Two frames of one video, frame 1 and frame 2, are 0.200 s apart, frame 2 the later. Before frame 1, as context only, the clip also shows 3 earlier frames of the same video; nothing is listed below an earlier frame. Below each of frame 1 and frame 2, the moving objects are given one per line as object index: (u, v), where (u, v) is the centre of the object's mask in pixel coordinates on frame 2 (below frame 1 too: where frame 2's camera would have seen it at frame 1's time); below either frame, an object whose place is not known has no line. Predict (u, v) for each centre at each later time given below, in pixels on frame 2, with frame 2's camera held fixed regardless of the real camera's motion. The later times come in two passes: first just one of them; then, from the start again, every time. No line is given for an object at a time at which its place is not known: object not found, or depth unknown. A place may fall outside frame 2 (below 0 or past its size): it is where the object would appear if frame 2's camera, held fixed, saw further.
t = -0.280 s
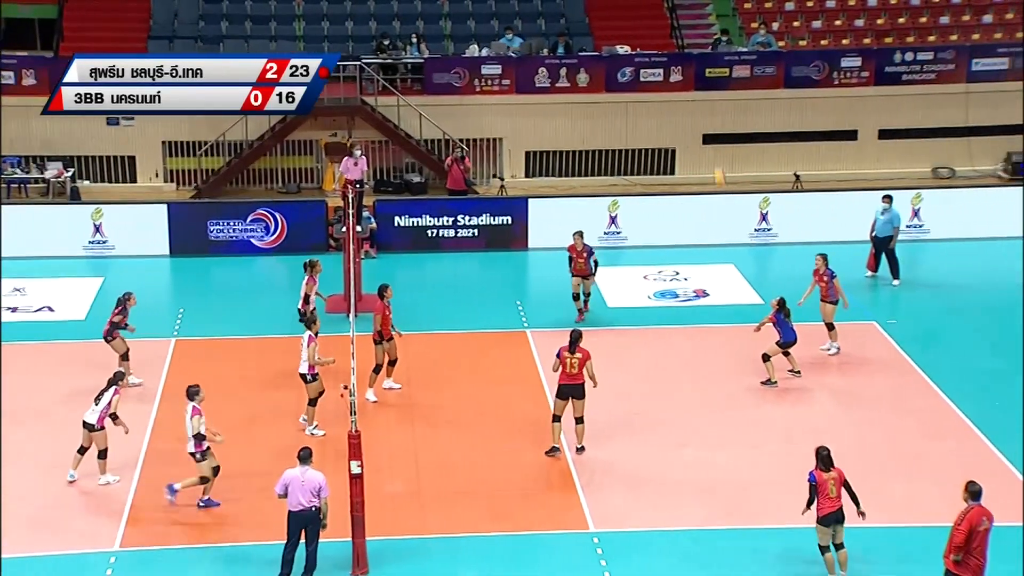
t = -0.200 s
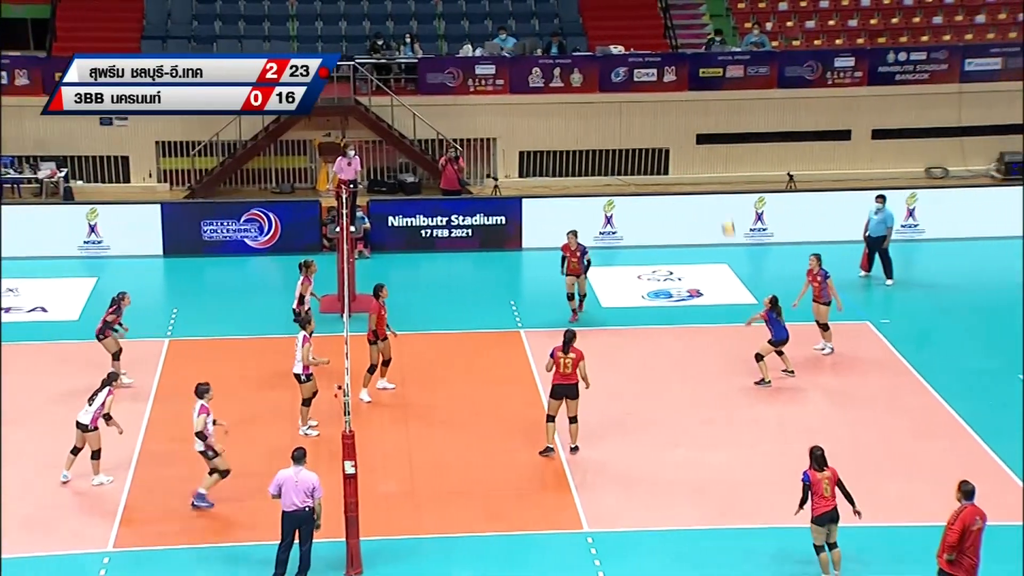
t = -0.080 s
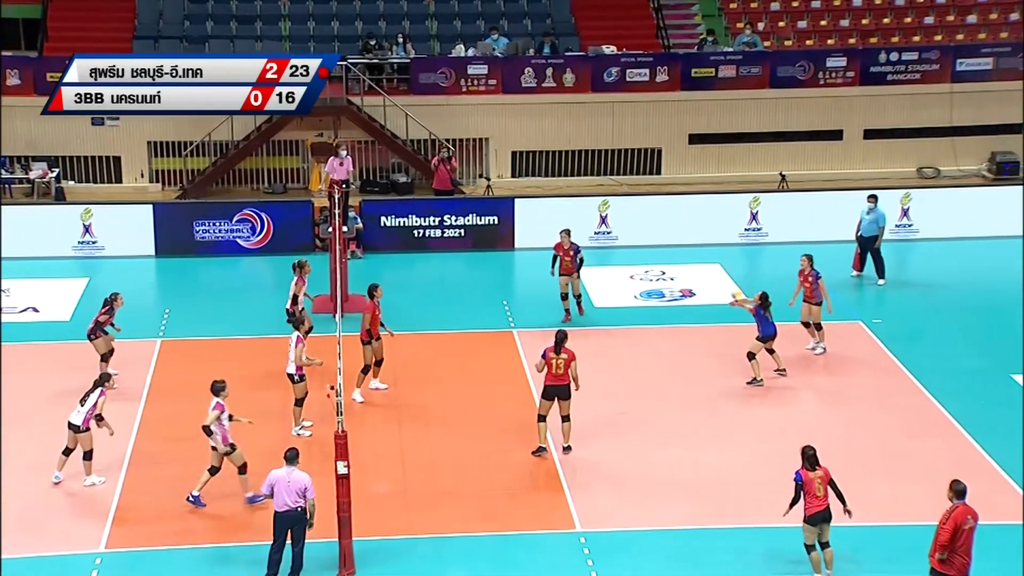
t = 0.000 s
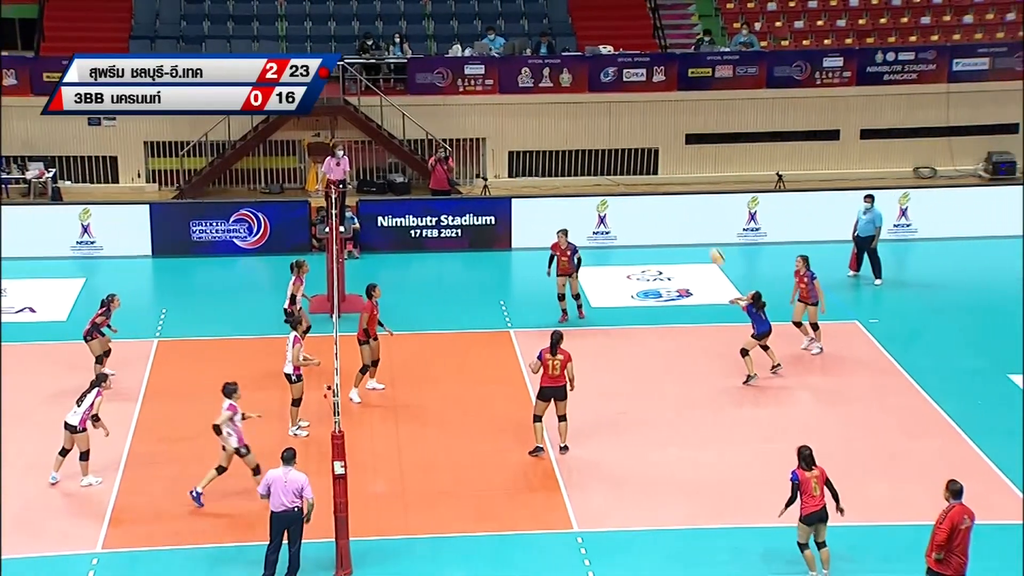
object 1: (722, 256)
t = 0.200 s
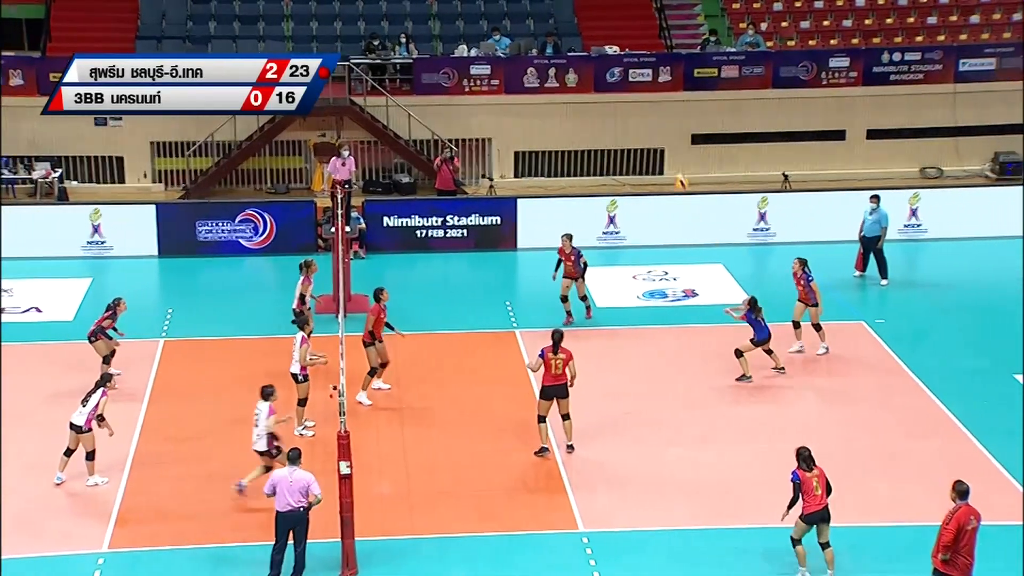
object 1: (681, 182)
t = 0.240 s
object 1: (673, 169)
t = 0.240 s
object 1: (673, 169)
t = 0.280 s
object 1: (665, 157)
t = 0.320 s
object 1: (658, 149)
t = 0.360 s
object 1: (650, 138)
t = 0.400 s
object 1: (642, 131)
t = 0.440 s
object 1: (635, 124)
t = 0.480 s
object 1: (627, 118)
